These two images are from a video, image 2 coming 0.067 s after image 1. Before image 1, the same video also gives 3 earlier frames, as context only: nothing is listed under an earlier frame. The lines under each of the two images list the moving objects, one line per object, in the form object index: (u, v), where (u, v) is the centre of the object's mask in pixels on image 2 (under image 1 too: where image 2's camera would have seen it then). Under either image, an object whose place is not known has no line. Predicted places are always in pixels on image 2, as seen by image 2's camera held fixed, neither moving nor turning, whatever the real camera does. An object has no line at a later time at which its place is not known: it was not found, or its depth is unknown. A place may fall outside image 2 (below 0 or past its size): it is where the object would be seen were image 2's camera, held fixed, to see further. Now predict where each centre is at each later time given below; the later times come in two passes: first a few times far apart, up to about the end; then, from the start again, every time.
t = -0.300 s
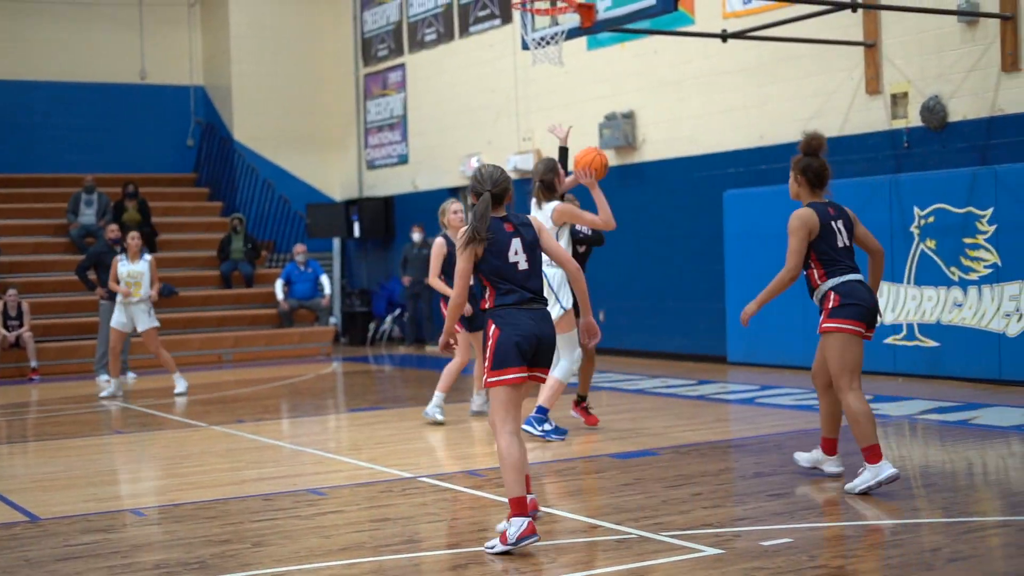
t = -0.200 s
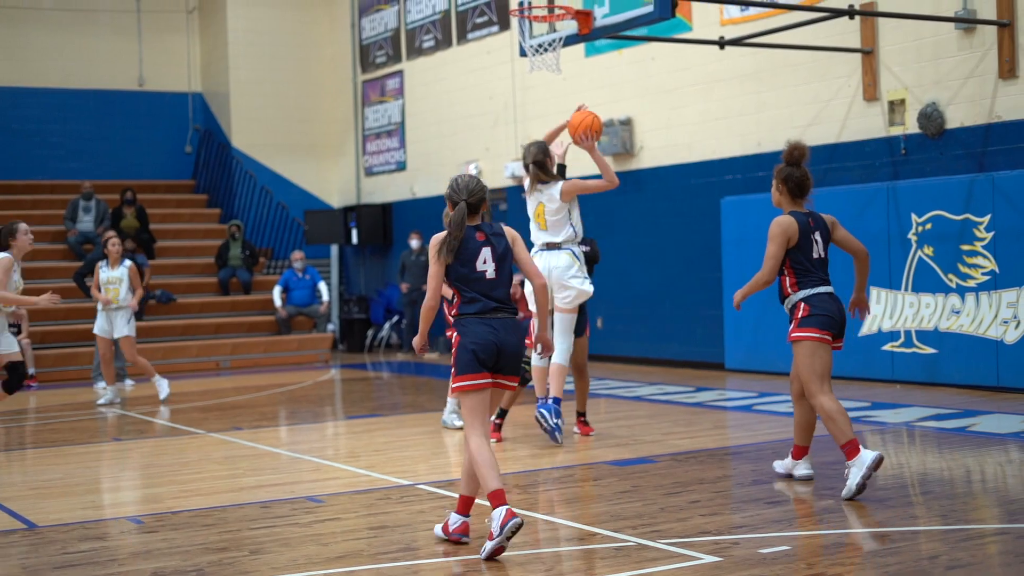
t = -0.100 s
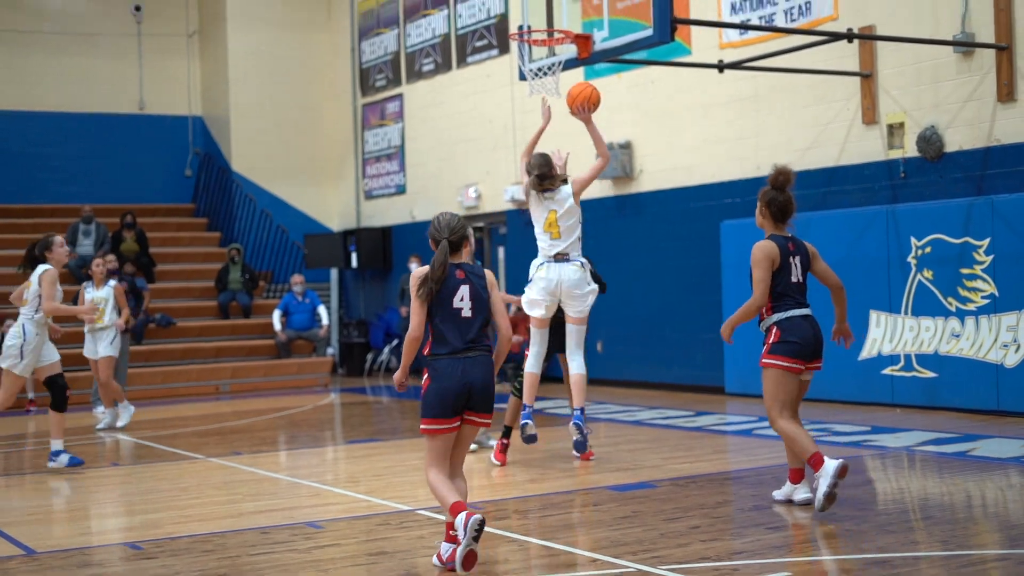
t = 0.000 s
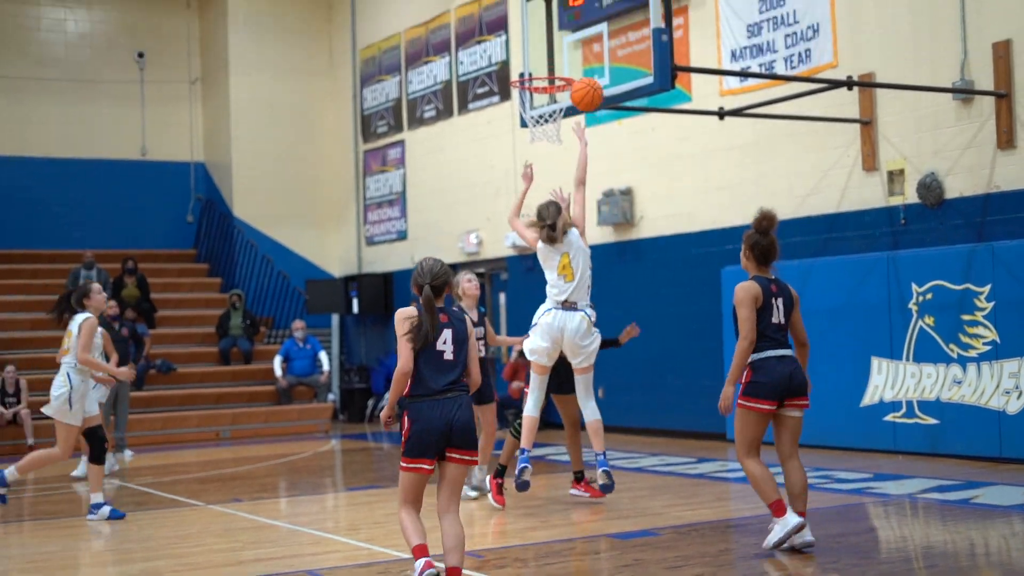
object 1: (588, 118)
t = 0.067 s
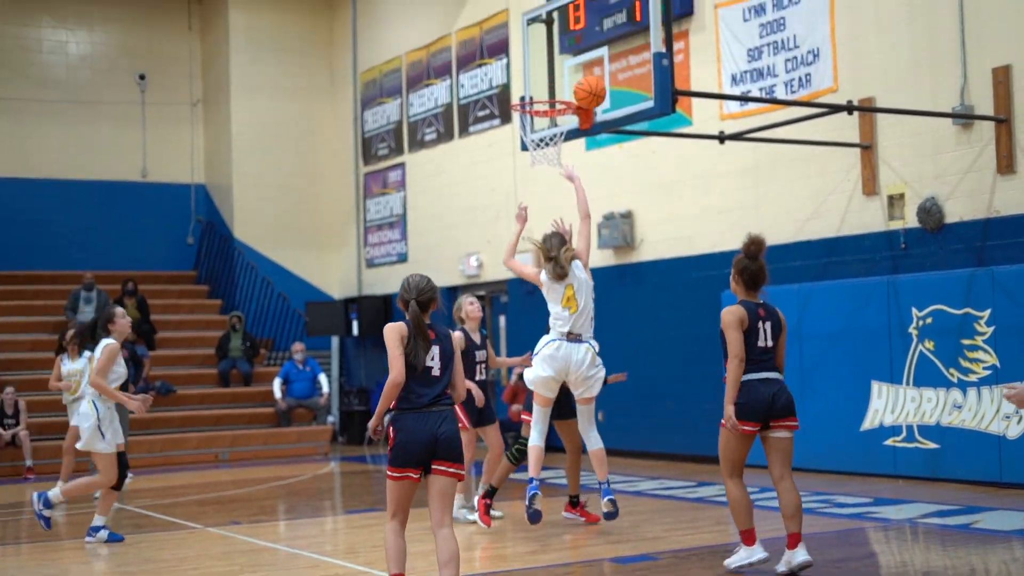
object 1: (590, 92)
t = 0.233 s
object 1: (596, 58)
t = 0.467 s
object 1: (547, 86)
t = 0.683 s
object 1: (534, 152)
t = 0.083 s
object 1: (590, 87)
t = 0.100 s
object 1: (591, 82)
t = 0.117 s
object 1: (592, 78)
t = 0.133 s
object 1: (592, 74)
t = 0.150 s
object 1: (593, 70)
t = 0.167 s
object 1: (594, 67)
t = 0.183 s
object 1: (594, 64)
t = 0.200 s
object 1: (595, 62)
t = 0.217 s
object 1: (596, 59)
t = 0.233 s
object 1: (596, 58)
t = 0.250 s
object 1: (597, 57)
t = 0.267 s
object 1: (596, 57)
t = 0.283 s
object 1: (591, 57)
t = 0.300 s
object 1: (588, 58)
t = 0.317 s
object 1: (583, 59)
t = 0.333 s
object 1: (579, 60)
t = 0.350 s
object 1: (575, 62)
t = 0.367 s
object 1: (571, 64)
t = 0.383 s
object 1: (567, 67)
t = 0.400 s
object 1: (563, 70)
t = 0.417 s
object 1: (559, 73)
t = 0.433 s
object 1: (555, 77)
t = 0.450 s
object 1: (551, 81)
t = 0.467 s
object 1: (547, 86)
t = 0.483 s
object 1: (543, 89)
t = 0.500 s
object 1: (539, 95)
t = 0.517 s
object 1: (536, 101)
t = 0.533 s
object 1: (532, 107)
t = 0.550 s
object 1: (532, 111)
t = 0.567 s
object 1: (533, 116)
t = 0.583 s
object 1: (533, 120)
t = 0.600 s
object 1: (533, 125)
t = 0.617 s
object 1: (533, 131)
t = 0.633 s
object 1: (533, 136)
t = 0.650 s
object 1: (533, 142)
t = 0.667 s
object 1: (533, 147)
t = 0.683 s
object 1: (534, 152)
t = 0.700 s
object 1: (536, 156)
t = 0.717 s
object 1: (537, 161)
